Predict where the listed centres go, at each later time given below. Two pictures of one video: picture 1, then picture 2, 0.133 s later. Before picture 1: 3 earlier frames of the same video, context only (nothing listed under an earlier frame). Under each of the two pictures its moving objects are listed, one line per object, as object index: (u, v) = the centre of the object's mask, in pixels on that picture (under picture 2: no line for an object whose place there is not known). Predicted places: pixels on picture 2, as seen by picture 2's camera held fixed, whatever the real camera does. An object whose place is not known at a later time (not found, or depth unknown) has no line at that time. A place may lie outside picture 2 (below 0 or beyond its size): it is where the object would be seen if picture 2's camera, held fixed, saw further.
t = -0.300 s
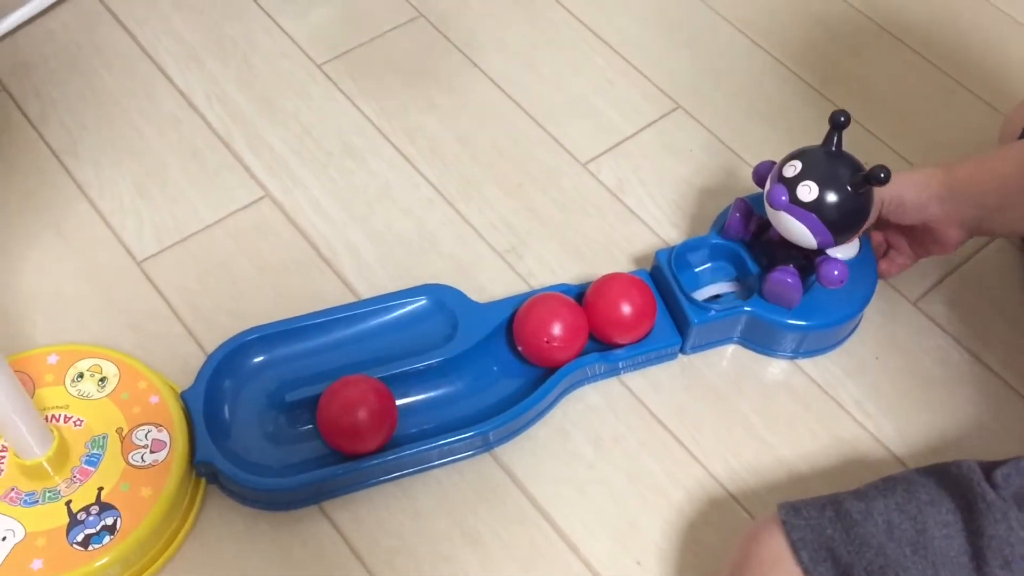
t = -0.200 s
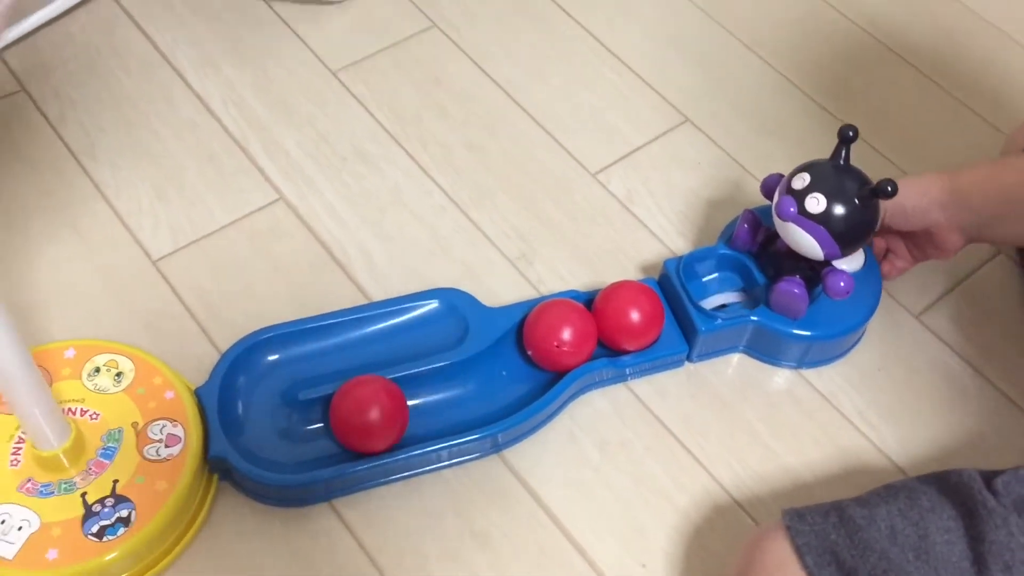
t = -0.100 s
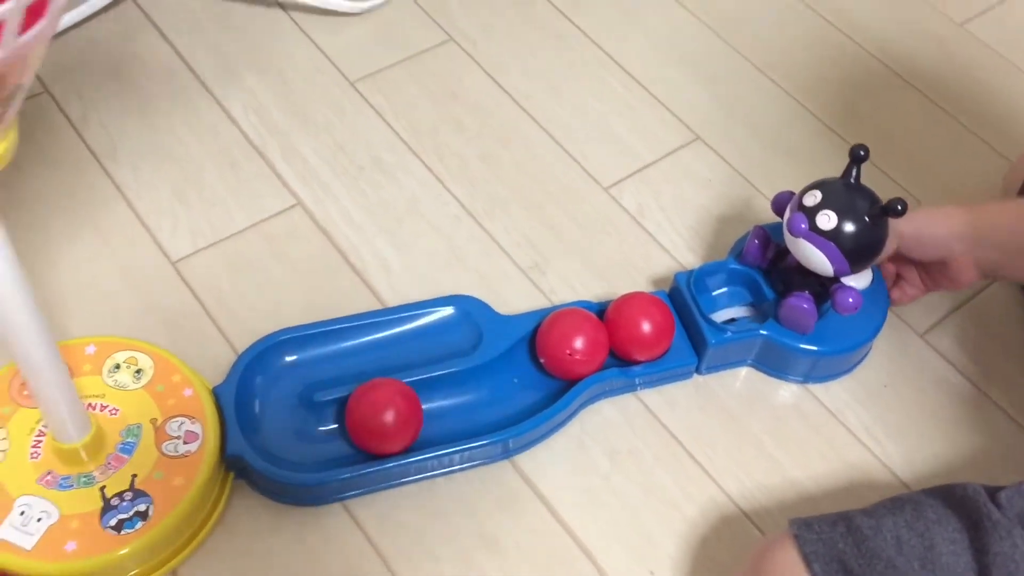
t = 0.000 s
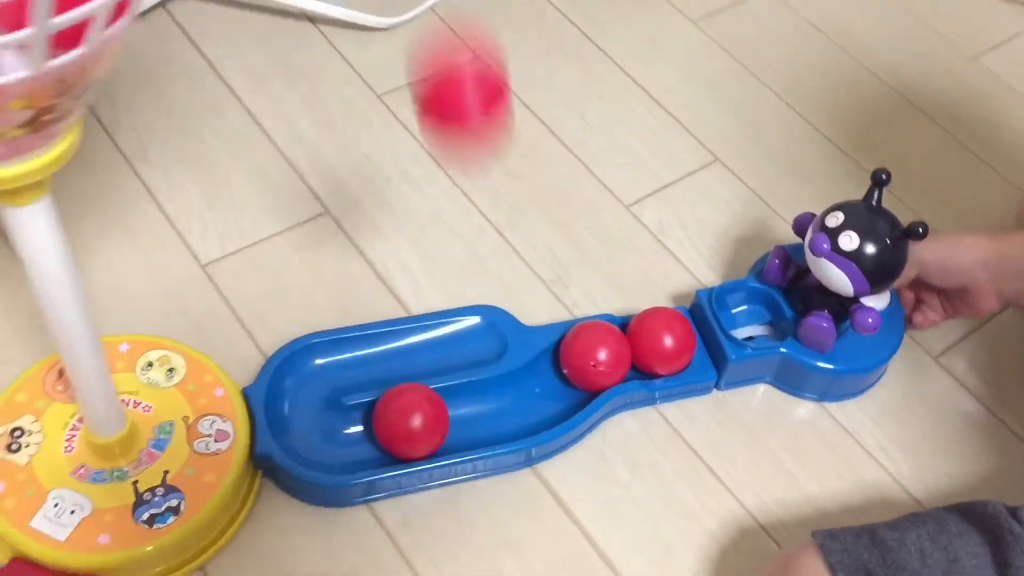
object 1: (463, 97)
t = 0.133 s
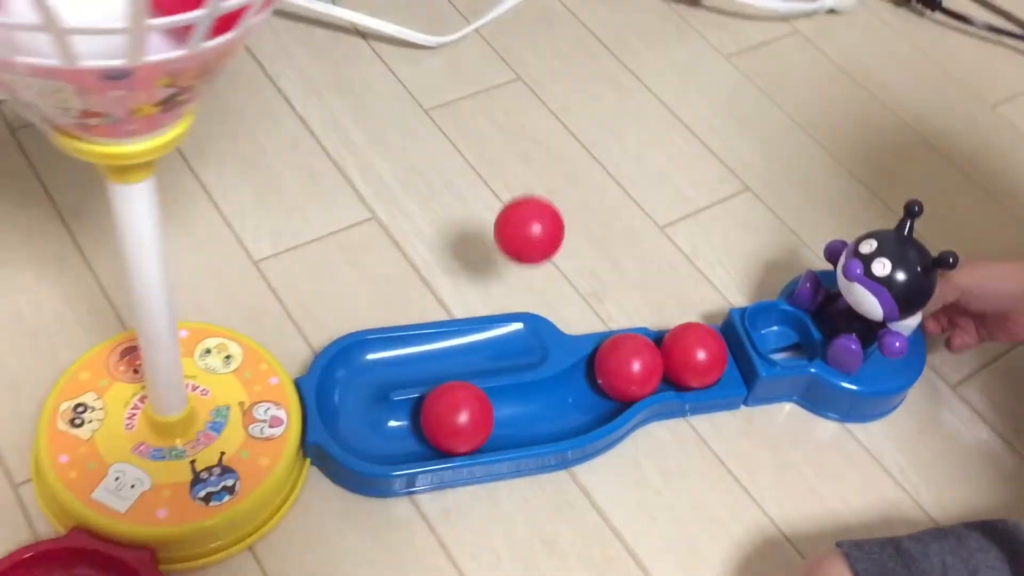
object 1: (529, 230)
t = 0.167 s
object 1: (524, 216)
